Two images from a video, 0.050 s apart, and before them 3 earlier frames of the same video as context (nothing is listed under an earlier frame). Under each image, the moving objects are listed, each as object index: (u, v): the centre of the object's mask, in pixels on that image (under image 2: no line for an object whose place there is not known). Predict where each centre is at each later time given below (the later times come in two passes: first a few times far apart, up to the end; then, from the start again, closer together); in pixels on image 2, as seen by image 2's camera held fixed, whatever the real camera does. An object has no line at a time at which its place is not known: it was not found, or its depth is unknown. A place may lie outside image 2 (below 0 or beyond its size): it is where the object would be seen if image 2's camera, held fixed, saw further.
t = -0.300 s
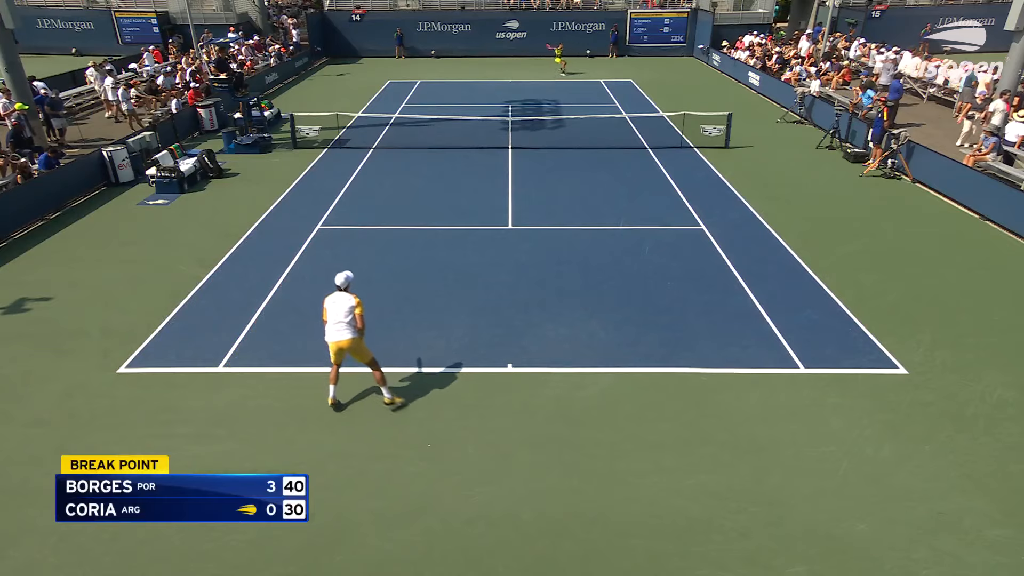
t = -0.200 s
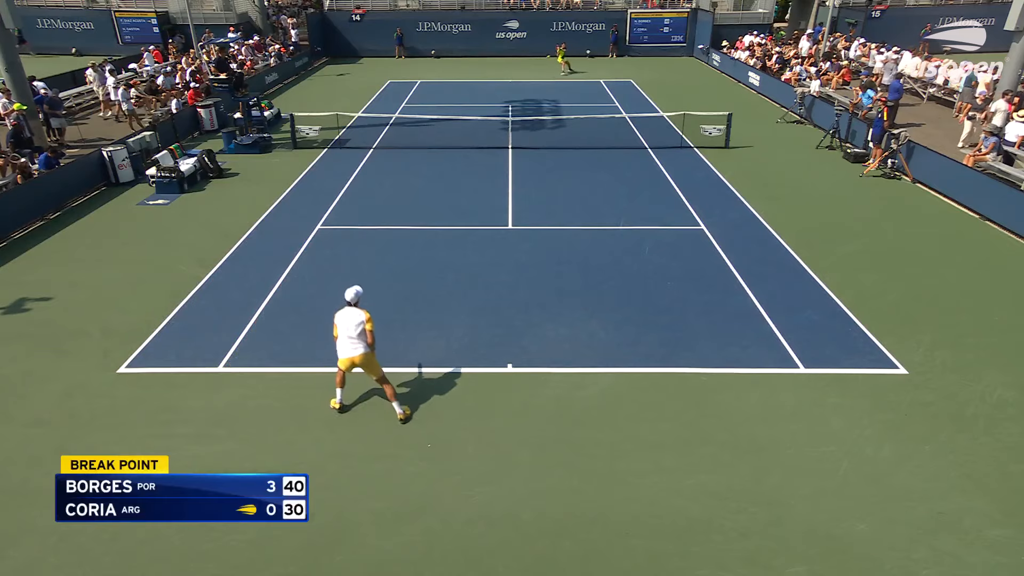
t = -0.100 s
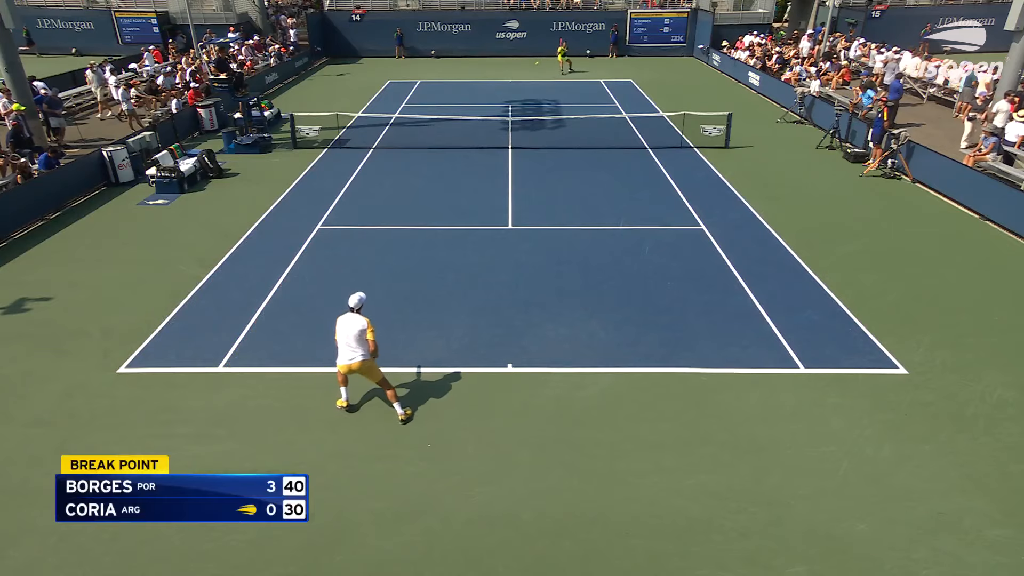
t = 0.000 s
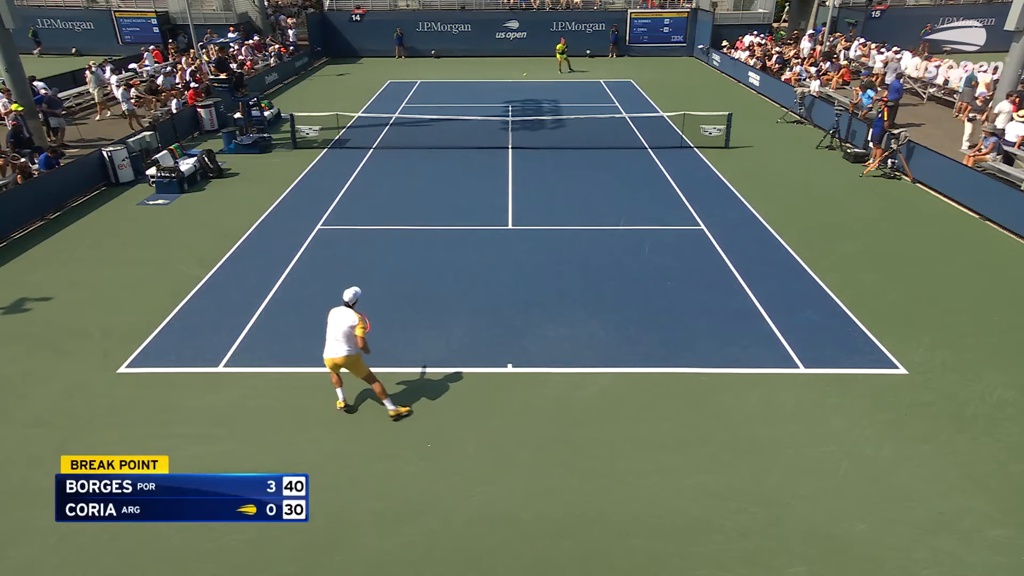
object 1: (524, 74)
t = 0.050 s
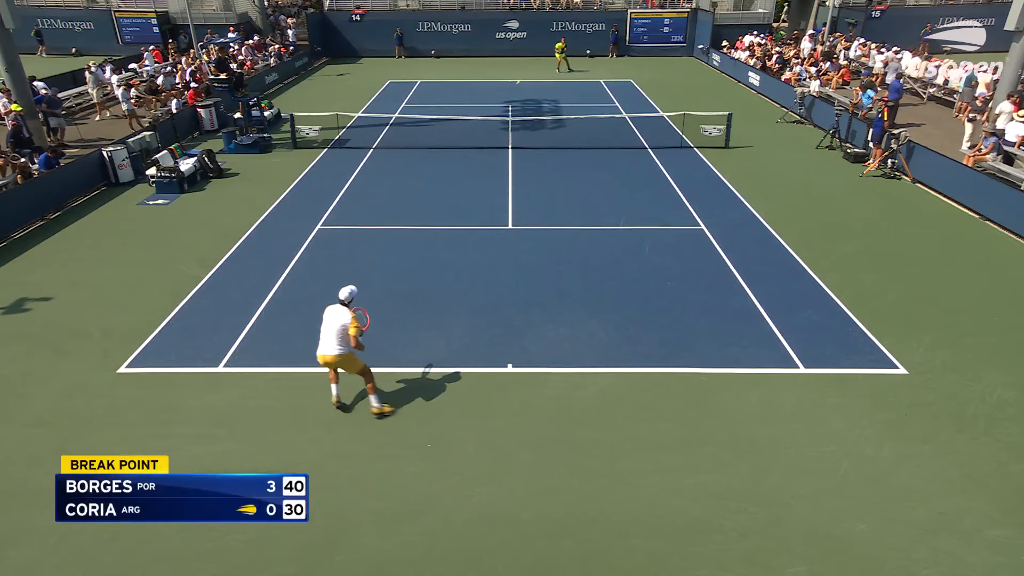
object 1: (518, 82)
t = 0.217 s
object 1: (493, 120)
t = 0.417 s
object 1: (458, 197)
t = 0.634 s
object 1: (412, 268)
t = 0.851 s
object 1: (356, 293)
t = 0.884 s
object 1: (346, 301)
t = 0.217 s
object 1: (493, 120)
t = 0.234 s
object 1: (491, 125)
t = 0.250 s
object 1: (488, 130)
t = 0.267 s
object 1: (485, 135)
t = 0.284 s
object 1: (482, 141)
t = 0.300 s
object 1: (480, 147)
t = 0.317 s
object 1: (477, 153)
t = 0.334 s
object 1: (474, 160)
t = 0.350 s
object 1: (471, 167)
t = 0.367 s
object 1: (467, 174)
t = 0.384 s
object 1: (464, 181)
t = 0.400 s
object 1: (461, 188)
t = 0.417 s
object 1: (458, 197)
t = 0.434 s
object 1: (454, 205)
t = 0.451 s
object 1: (451, 214)
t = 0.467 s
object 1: (448, 222)
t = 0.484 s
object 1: (444, 233)
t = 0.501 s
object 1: (440, 242)
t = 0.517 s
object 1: (436, 253)
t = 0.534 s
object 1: (432, 263)
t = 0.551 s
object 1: (429, 268)
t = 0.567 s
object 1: (426, 268)
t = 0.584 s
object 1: (422, 267)
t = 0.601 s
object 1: (419, 267)
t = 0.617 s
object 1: (415, 267)
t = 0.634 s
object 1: (412, 268)
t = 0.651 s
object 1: (408, 268)
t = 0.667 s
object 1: (404, 269)
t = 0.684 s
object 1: (400, 270)
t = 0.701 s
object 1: (396, 271)
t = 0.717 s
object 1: (392, 273)
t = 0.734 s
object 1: (388, 274)
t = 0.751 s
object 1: (384, 276)
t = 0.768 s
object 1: (379, 278)
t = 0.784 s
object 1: (375, 281)
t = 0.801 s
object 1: (371, 283)
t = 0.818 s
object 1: (366, 286)
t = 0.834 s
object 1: (361, 290)
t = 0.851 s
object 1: (356, 293)
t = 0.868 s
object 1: (351, 297)
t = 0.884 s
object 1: (346, 301)
